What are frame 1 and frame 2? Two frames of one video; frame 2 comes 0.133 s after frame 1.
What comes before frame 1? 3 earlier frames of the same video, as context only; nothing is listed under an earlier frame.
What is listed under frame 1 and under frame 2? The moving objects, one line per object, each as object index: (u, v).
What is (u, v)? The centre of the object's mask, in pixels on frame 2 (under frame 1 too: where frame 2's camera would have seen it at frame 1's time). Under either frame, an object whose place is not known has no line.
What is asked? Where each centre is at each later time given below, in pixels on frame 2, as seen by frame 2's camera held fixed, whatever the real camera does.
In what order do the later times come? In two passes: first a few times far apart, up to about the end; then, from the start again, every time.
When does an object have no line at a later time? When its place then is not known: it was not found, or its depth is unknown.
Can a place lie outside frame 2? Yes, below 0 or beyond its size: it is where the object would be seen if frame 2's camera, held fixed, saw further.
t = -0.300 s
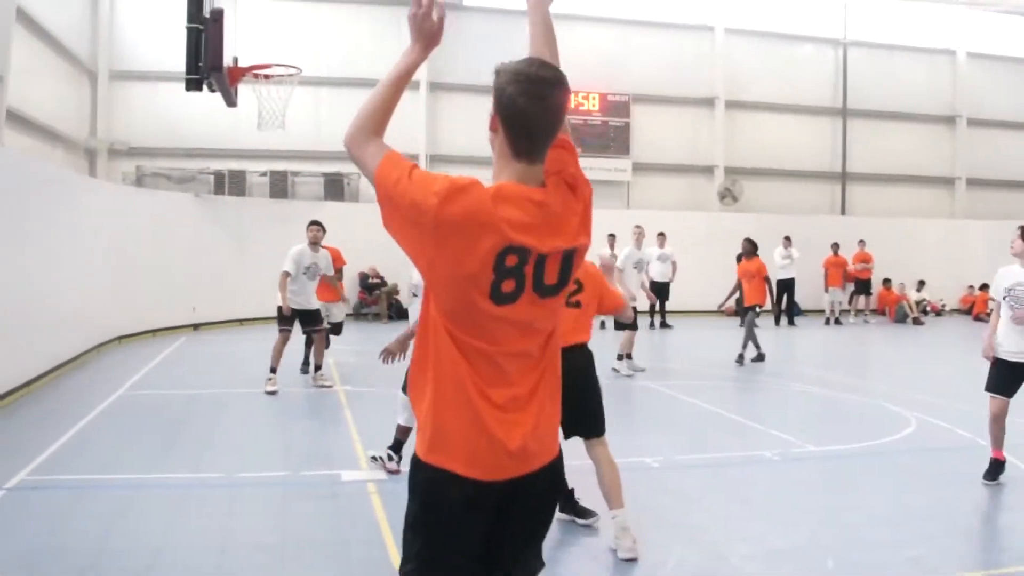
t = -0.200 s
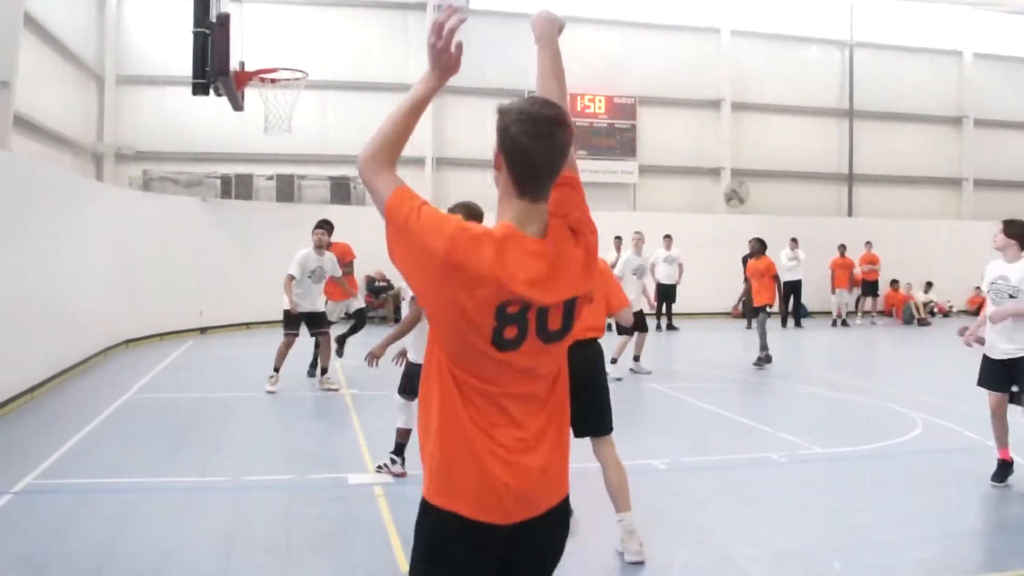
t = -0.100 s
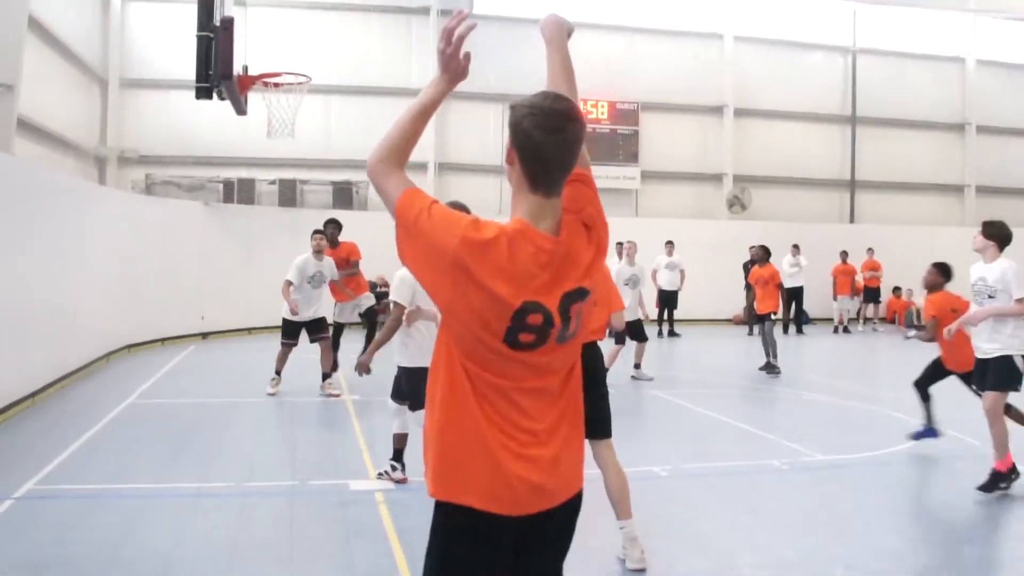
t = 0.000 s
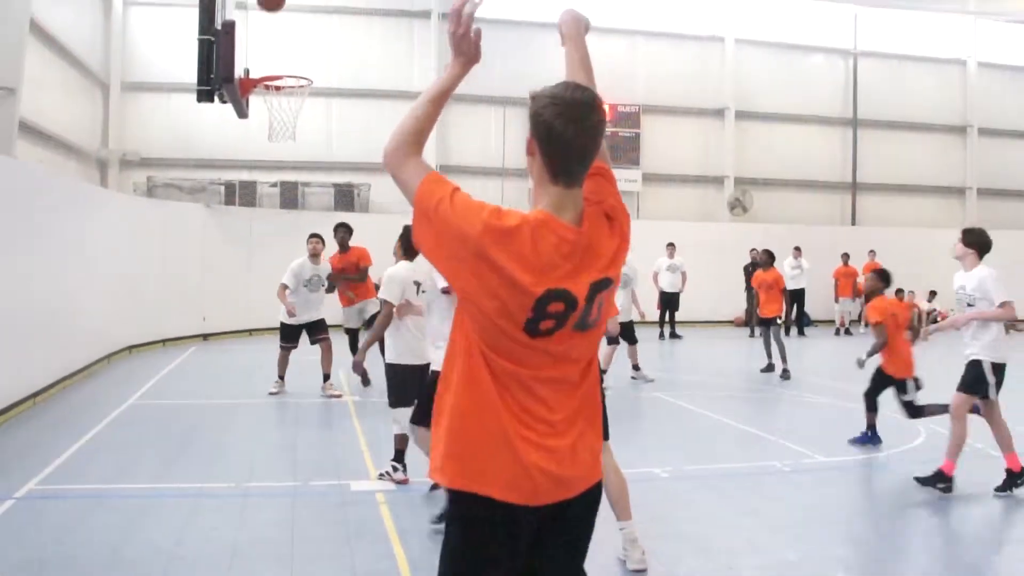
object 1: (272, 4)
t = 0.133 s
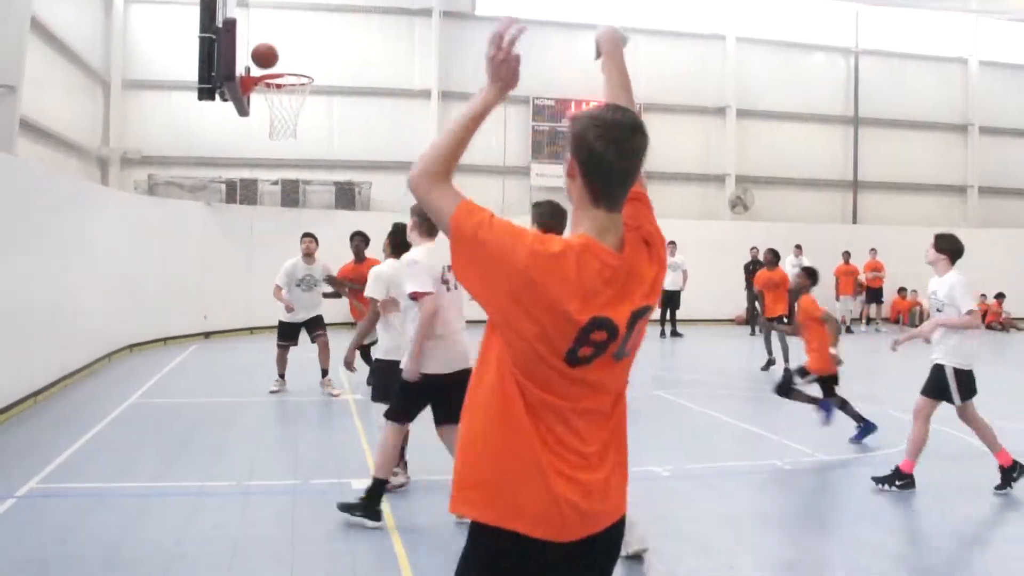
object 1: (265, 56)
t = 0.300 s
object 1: (276, 19)
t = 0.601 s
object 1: (292, 30)
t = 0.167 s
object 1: (267, 45)
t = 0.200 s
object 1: (270, 37)
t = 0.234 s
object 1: (272, 30)
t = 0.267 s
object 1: (274, 24)
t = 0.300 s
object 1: (276, 19)
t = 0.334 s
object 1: (279, 16)
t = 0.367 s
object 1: (280, 14)
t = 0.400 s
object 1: (283, 13)
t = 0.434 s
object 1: (284, 13)
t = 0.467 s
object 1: (286, 14)
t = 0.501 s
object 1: (288, 16)
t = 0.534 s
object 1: (289, 20)
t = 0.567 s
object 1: (291, 24)
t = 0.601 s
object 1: (292, 30)
